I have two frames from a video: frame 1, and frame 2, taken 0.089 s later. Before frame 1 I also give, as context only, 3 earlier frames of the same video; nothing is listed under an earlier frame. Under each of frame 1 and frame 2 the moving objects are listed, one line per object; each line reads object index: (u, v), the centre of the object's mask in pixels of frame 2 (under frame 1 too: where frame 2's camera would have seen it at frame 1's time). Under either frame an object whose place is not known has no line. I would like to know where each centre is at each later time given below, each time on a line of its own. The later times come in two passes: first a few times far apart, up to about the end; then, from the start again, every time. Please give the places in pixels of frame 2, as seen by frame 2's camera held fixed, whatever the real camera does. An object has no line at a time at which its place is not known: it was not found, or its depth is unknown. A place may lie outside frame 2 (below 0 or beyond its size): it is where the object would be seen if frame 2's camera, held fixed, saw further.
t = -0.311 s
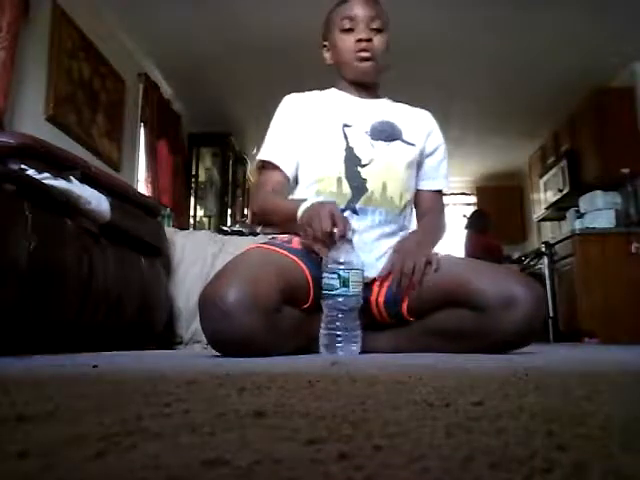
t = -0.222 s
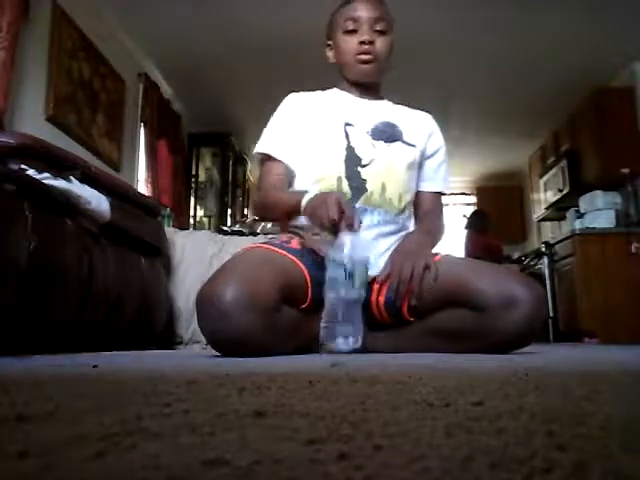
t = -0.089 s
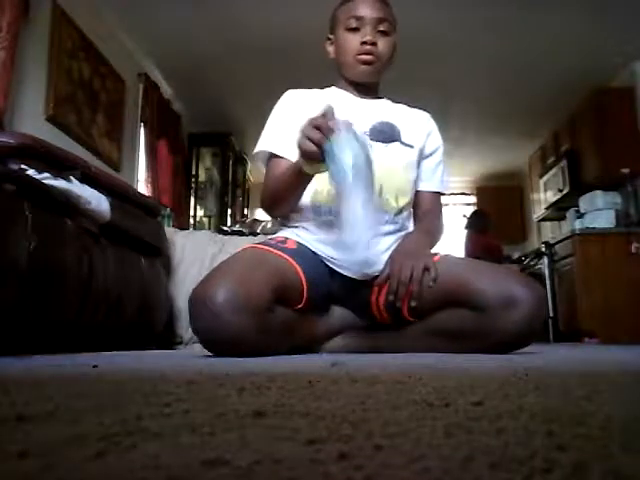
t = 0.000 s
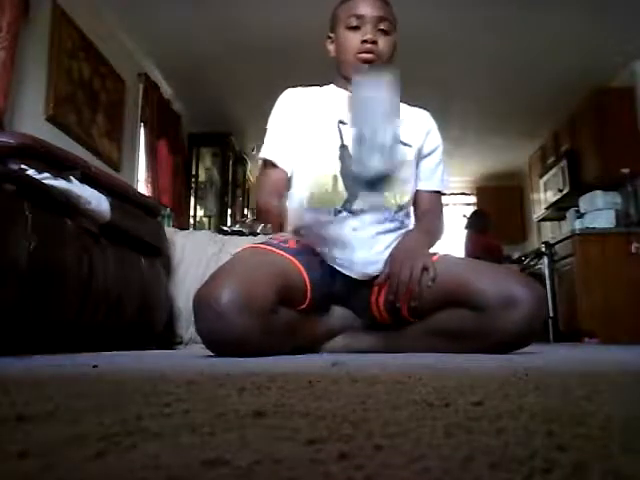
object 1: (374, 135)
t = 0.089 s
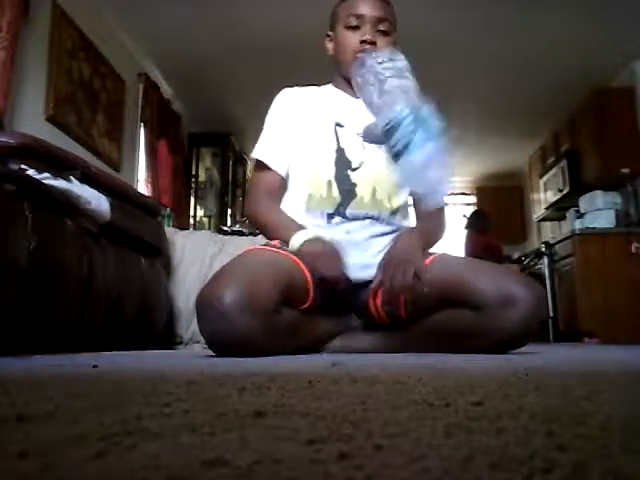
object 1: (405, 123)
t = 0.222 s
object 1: (469, 202)
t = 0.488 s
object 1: (545, 323)
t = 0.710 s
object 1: (545, 322)
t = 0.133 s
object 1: (422, 130)
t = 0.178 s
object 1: (444, 156)
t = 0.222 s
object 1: (469, 202)
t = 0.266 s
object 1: (494, 283)
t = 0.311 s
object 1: (508, 316)
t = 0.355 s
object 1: (519, 300)
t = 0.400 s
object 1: (542, 310)
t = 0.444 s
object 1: (543, 323)
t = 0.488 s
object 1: (545, 323)
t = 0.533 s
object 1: (546, 322)
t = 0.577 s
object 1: (545, 323)
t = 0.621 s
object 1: (545, 322)
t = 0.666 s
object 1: (545, 322)
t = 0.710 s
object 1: (545, 322)
